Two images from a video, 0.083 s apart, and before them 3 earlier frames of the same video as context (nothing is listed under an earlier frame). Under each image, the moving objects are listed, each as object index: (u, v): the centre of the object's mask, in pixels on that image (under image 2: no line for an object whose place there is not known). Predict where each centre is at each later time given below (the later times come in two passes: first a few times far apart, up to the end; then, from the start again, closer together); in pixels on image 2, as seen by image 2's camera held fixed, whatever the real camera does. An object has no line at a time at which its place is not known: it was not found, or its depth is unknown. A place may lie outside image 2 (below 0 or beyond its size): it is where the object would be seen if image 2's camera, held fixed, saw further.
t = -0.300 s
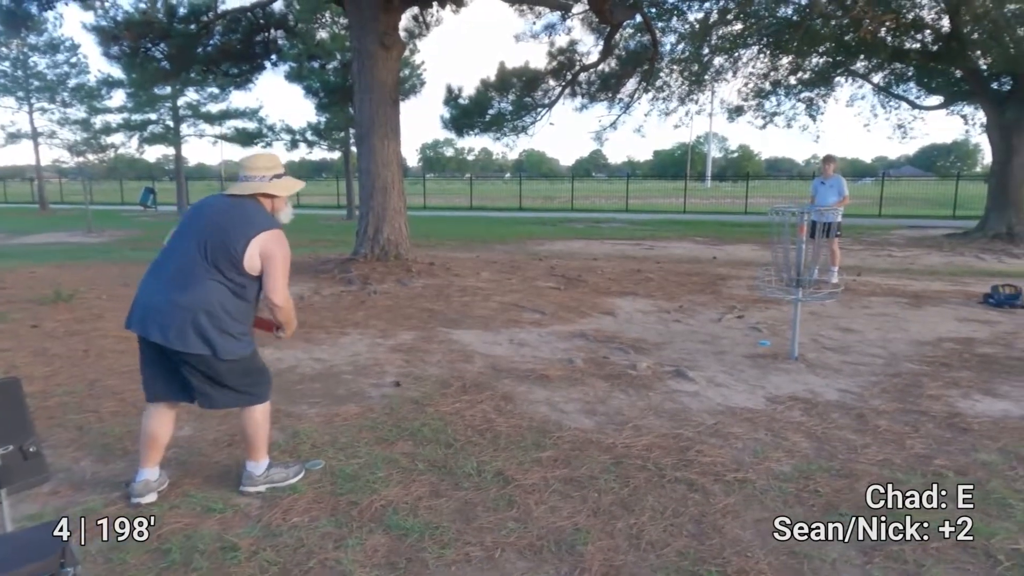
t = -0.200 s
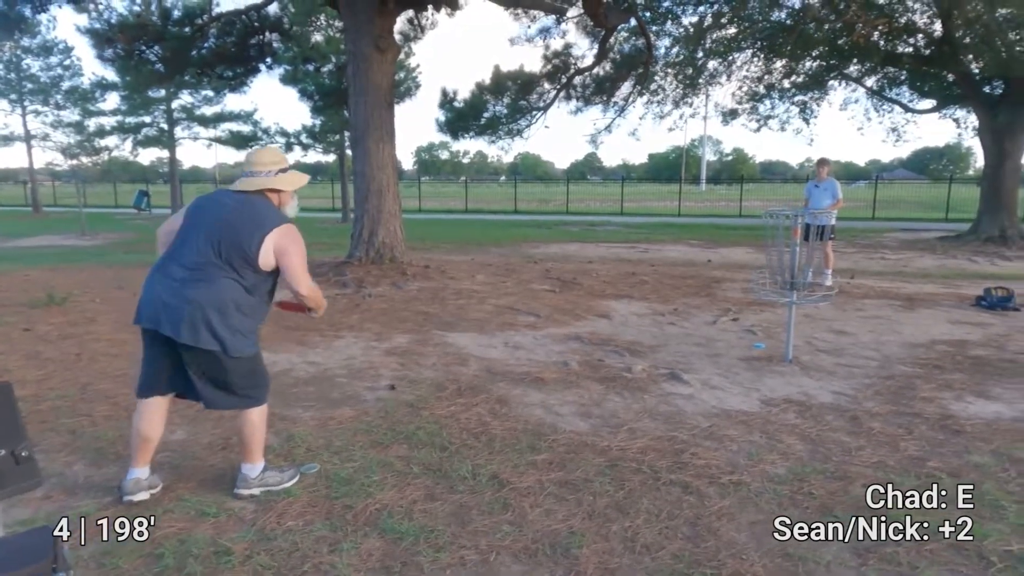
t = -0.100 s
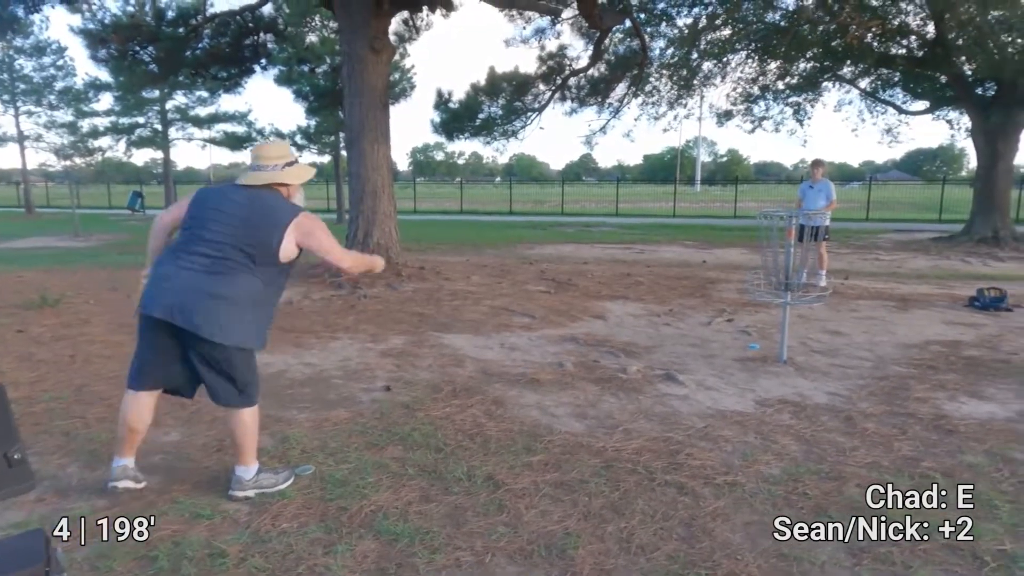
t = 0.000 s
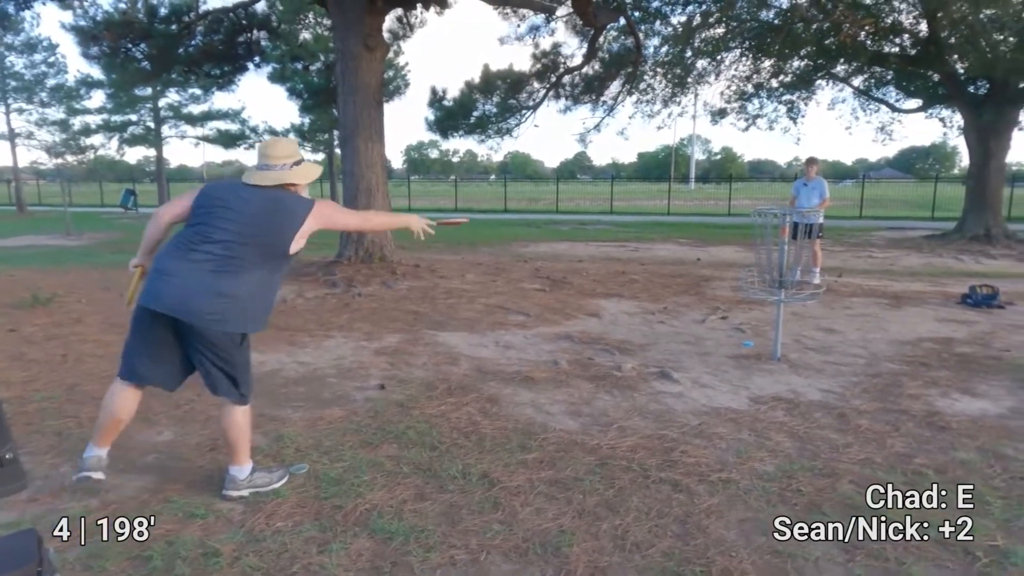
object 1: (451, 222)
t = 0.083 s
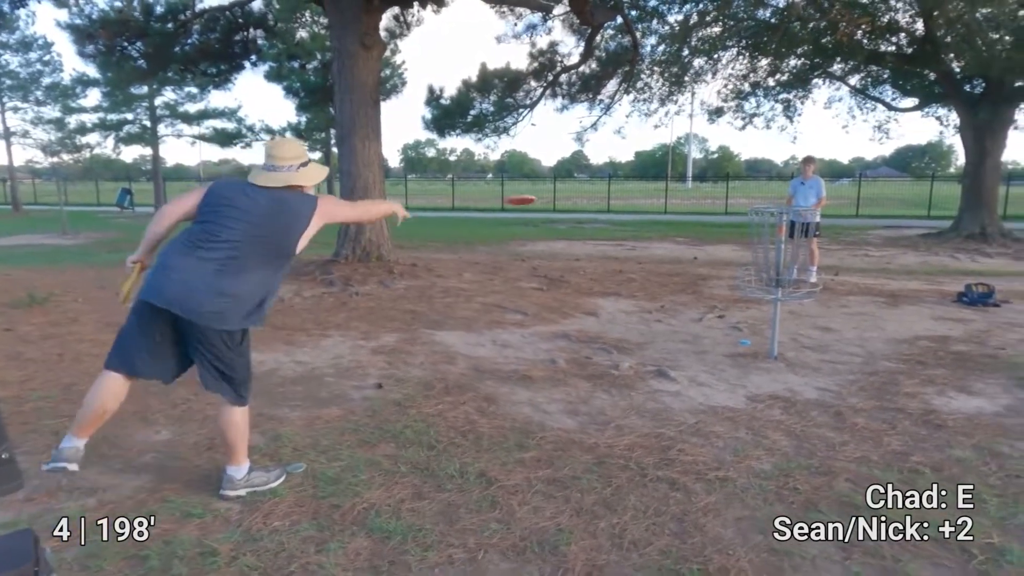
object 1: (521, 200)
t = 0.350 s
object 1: (706, 217)
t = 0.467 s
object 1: (767, 244)
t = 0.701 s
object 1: (800, 272)
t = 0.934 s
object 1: (803, 288)
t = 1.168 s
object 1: (803, 291)
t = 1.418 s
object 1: (803, 291)
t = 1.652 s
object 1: (802, 294)
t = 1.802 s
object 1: (803, 294)
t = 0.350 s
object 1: (706, 217)
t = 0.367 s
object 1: (714, 220)
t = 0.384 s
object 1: (724, 224)
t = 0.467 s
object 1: (767, 244)
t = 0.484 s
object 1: (776, 248)
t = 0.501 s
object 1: (784, 252)
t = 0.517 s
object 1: (786, 256)
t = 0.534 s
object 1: (791, 262)
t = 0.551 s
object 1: (792, 262)
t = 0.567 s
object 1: (793, 263)
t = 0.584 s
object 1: (795, 265)
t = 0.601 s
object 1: (797, 266)
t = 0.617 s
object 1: (797, 266)
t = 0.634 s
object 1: (797, 267)
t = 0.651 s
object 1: (797, 269)
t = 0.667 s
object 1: (800, 270)
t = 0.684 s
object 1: (800, 271)
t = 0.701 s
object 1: (800, 272)
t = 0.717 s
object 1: (801, 276)
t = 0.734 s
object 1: (802, 278)
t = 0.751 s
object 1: (802, 282)
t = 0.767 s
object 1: (802, 282)
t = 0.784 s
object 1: (802, 282)
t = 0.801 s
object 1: (802, 283)
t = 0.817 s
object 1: (802, 285)
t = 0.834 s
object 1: (802, 285)
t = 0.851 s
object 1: (803, 285)
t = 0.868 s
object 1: (802, 288)
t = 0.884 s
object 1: (803, 287)
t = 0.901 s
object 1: (803, 287)
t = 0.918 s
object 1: (803, 287)
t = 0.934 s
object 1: (803, 288)
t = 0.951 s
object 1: (803, 288)
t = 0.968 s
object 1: (803, 289)
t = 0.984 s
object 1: (802, 290)
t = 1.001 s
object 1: (802, 290)
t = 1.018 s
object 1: (802, 291)
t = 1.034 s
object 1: (802, 290)
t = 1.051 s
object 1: (803, 291)
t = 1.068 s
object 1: (803, 291)
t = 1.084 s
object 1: (803, 291)
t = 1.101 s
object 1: (803, 291)
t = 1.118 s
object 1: (803, 291)
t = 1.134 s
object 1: (803, 291)
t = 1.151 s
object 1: (803, 291)
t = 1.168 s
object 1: (803, 291)
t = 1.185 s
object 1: (802, 291)
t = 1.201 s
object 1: (802, 291)
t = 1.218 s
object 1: (802, 291)
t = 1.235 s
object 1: (802, 291)
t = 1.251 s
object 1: (802, 291)
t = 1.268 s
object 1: (802, 293)
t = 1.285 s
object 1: (802, 290)
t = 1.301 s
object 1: (802, 291)
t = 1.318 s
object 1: (802, 291)
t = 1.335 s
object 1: (803, 291)
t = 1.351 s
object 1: (803, 291)
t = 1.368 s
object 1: (803, 291)
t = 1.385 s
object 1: (803, 291)
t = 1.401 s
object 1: (802, 291)
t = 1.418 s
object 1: (803, 291)
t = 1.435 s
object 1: (803, 291)
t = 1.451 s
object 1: (802, 292)
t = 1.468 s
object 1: (803, 292)
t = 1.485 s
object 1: (803, 292)
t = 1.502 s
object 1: (803, 292)
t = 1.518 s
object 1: (803, 292)
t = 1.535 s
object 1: (802, 293)
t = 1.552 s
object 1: (802, 293)
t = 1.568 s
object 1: (802, 293)
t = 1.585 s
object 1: (802, 293)
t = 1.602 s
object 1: (802, 294)
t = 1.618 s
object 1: (803, 293)
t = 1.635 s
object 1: (802, 294)
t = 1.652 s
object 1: (802, 294)
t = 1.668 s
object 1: (802, 294)
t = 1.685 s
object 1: (803, 294)
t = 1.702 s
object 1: (803, 294)
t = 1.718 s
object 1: (803, 294)
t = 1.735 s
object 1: (803, 294)
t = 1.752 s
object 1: (803, 294)
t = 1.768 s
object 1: (803, 294)
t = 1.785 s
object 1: (804, 294)
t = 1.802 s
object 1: (803, 294)
